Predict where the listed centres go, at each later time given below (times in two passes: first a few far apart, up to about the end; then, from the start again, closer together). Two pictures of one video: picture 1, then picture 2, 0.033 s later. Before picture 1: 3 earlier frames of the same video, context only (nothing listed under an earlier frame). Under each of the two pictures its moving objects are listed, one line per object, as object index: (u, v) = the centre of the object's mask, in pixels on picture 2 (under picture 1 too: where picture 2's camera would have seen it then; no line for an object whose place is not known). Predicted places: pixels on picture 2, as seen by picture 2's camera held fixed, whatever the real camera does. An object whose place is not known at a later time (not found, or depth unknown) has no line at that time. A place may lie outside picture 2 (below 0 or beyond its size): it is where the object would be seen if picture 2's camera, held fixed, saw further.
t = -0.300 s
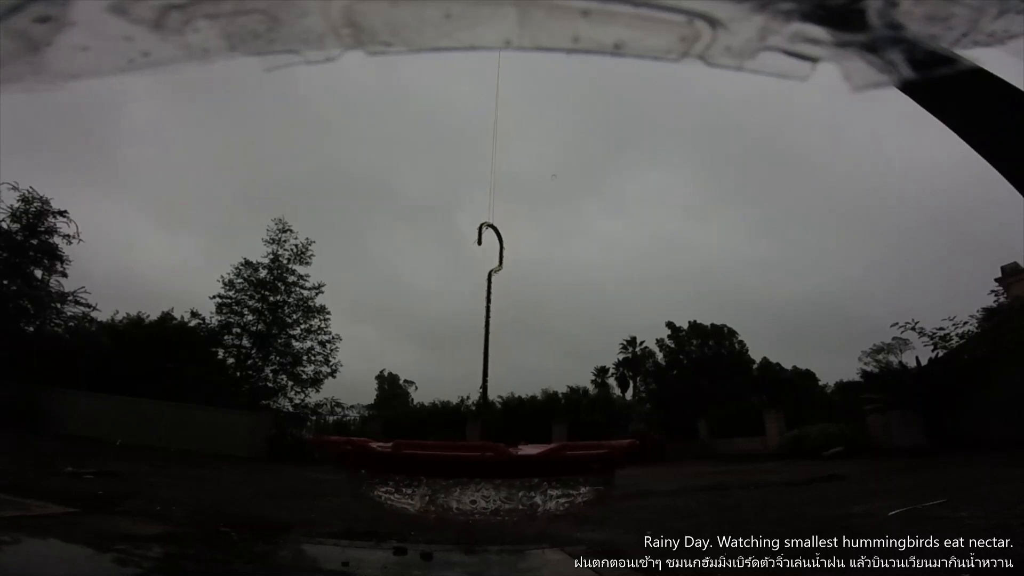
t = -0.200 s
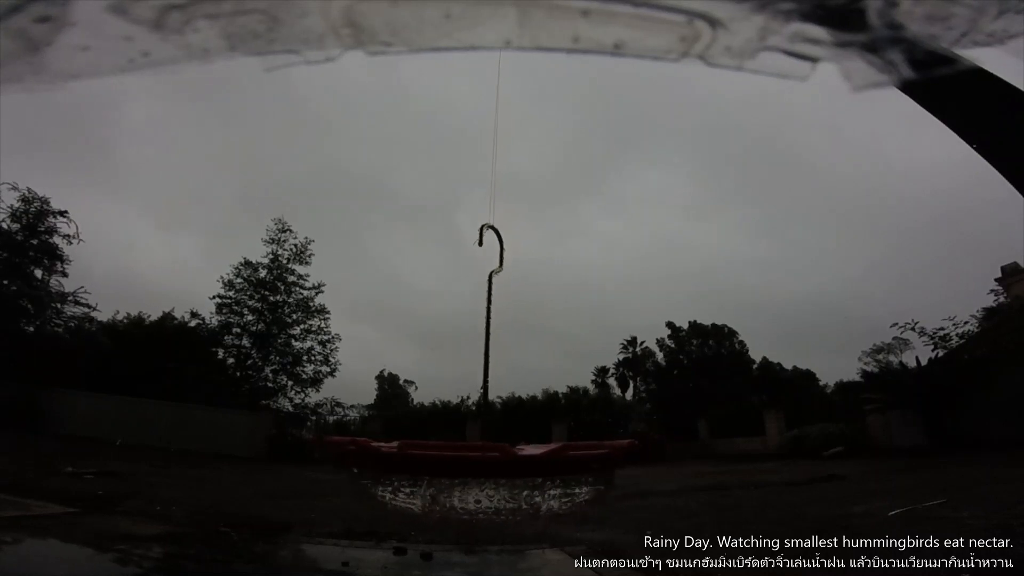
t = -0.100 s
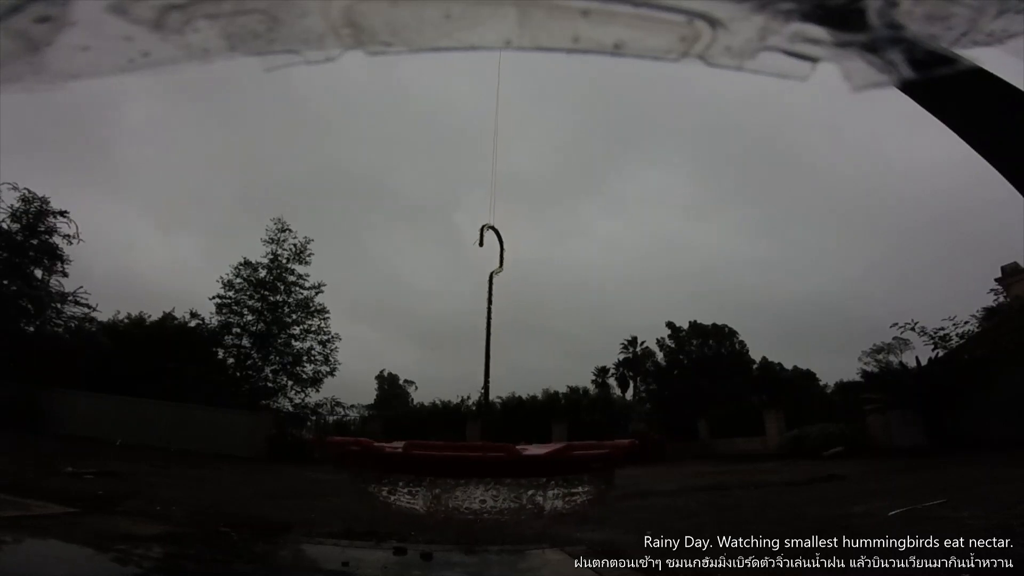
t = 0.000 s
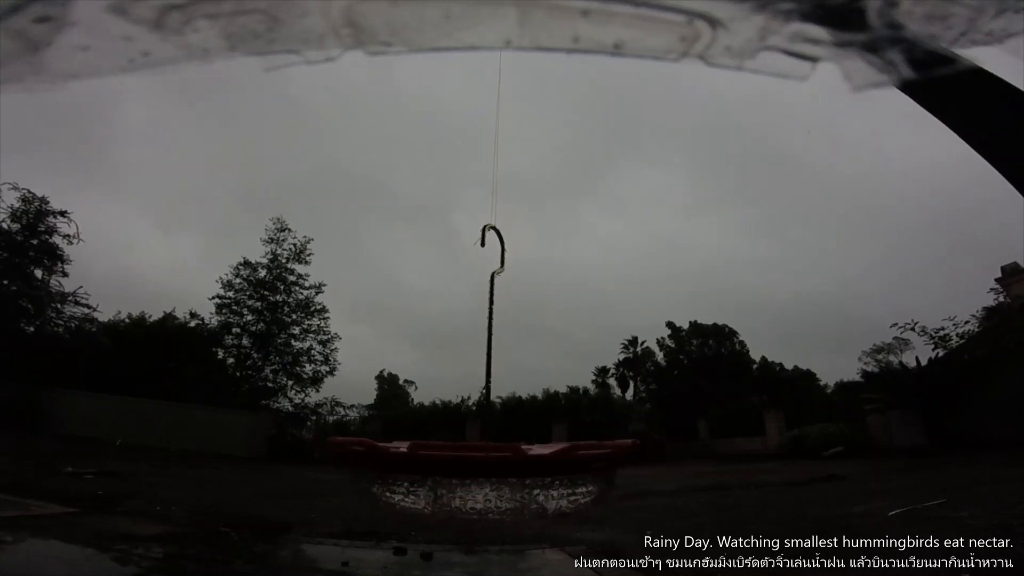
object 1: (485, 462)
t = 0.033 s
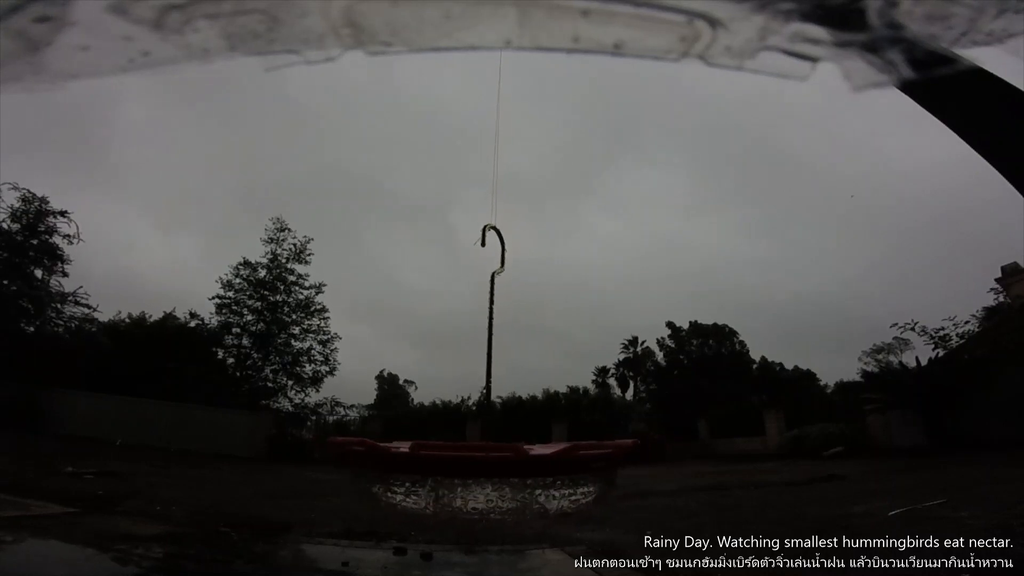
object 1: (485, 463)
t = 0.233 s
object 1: (488, 463)
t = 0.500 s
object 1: (493, 465)
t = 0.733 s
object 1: (495, 466)
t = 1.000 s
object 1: (496, 468)
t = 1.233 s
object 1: (494, 469)
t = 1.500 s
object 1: (490, 468)
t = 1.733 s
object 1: (486, 466)
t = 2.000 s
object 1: (484, 464)
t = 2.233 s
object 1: (485, 463)
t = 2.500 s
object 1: (487, 463)
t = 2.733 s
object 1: (488, 463)
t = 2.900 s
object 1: (489, 463)
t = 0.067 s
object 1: (486, 463)
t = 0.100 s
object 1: (485, 463)
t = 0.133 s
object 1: (486, 463)
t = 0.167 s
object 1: (487, 474)
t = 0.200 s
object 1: (487, 463)
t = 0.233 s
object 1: (488, 463)
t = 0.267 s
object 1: (488, 474)
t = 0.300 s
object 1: (488, 476)
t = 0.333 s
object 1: (489, 463)
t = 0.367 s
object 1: (490, 464)
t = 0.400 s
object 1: (491, 464)
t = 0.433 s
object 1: (491, 476)
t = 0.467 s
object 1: (491, 476)
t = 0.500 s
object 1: (493, 465)
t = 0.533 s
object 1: (493, 465)
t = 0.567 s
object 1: (494, 465)
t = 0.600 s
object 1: (494, 465)
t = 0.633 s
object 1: (494, 465)
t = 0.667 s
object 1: (494, 477)
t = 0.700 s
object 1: (494, 477)
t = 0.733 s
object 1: (495, 466)
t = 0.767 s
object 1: (495, 466)
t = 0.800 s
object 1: (495, 466)
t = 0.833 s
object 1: (495, 477)
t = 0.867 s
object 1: (495, 466)
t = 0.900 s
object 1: (495, 467)
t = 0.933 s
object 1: (495, 467)
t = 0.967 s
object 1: (495, 468)
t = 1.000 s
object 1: (496, 468)
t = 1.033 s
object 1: (495, 468)
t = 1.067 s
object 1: (495, 468)
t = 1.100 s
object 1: (495, 469)
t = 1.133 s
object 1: (494, 469)
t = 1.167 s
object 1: (494, 468)
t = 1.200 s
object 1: (494, 469)
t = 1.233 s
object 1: (494, 469)
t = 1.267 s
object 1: (494, 468)
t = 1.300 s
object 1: (493, 469)
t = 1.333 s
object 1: (493, 468)
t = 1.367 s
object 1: (492, 468)
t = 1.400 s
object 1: (492, 468)
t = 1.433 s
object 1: (490, 468)
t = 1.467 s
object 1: (490, 468)
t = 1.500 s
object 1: (490, 468)
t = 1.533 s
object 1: (489, 468)
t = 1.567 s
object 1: (488, 467)
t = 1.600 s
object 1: (487, 467)
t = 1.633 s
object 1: (488, 467)
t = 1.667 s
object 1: (488, 466)
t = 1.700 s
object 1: (487, 466)
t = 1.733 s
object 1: (486, 466)
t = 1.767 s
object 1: (487, 466)
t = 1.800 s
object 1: (487, 466)
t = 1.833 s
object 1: (487, 466)
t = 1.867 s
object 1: (486, 466)
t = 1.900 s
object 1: (486, 466)
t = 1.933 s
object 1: (485, 465)
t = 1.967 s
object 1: (485, 465)
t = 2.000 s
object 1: (484, 464)
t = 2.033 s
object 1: (484, 465)
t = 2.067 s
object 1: (485, 465)
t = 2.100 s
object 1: (485, 464)
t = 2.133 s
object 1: (485, 464)
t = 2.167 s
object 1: (485, 464)
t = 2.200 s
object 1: (485, 463)
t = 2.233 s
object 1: (485, 463)
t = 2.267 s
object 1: (485, 463)
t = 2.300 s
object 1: (486, 464)
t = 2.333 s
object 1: (487, 463)
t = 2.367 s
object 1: (487, 463)
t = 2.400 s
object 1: (487, 463)
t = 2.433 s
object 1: (487, 463)
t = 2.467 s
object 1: (488, 463)
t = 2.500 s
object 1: (487, 463)
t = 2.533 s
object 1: (486, 464)
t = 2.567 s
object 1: (487, 464)
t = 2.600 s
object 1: (487, 463)
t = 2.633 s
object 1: (488, 463)
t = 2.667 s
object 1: (488, 473)
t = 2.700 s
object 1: (488, 463)
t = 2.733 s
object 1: (488, 463)
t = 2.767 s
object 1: (488, 473)
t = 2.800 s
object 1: (488, 462)
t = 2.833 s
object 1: (489, 474)
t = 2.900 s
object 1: (489, 463)
